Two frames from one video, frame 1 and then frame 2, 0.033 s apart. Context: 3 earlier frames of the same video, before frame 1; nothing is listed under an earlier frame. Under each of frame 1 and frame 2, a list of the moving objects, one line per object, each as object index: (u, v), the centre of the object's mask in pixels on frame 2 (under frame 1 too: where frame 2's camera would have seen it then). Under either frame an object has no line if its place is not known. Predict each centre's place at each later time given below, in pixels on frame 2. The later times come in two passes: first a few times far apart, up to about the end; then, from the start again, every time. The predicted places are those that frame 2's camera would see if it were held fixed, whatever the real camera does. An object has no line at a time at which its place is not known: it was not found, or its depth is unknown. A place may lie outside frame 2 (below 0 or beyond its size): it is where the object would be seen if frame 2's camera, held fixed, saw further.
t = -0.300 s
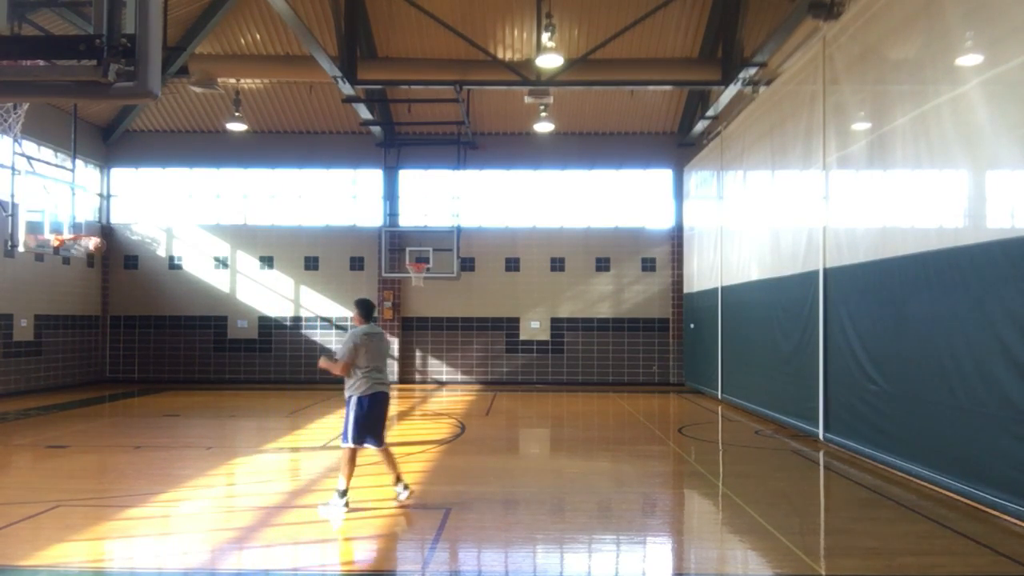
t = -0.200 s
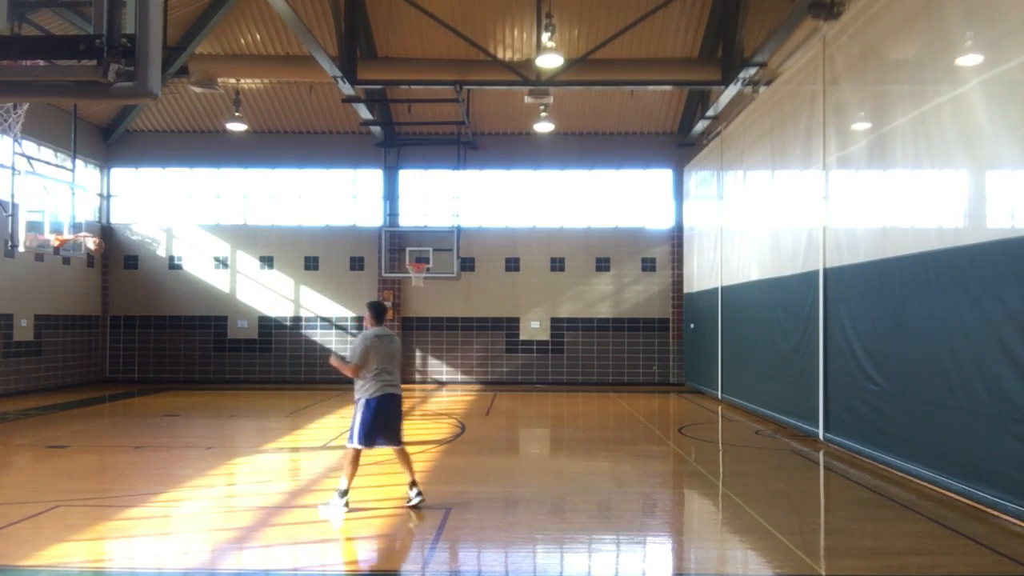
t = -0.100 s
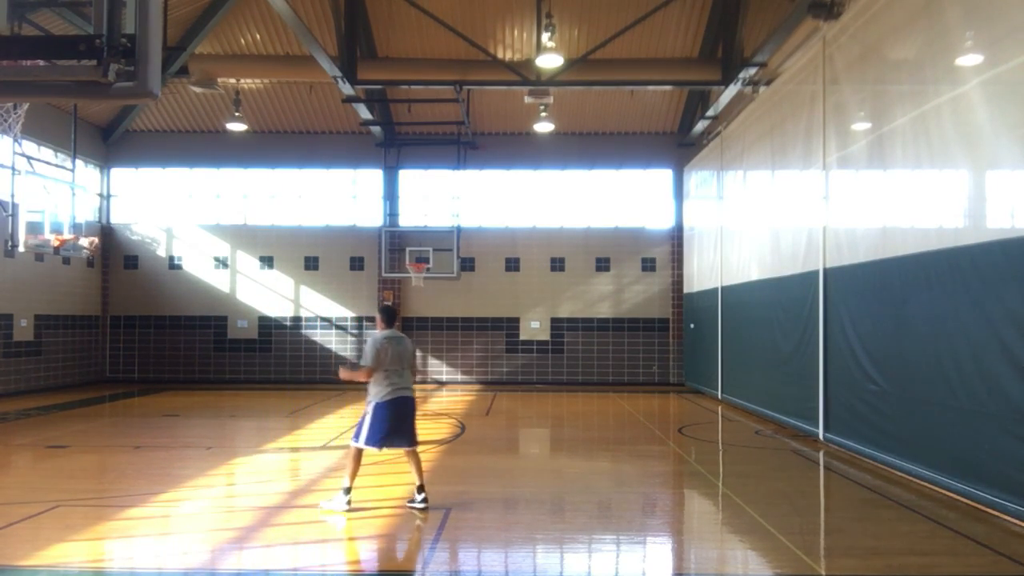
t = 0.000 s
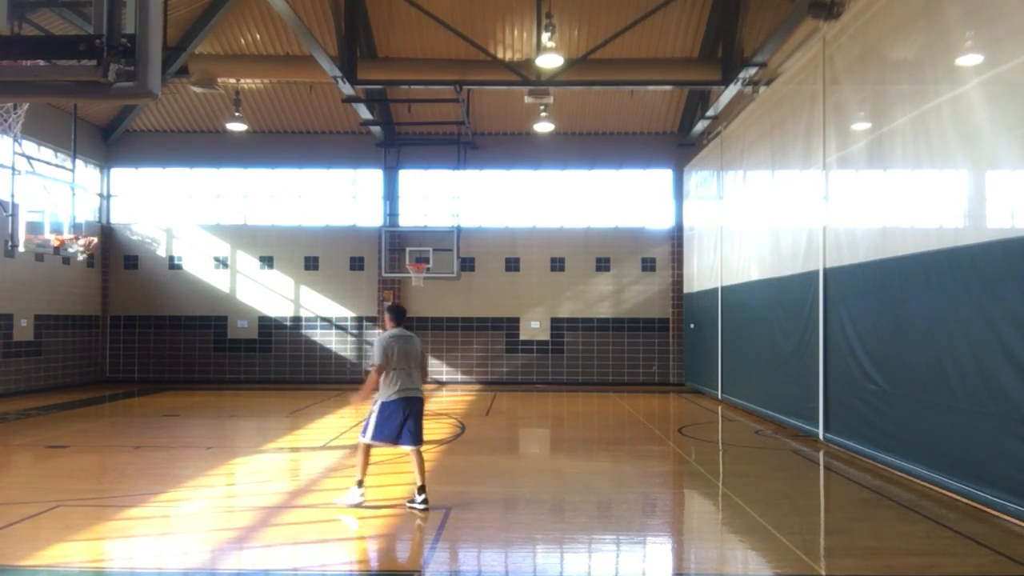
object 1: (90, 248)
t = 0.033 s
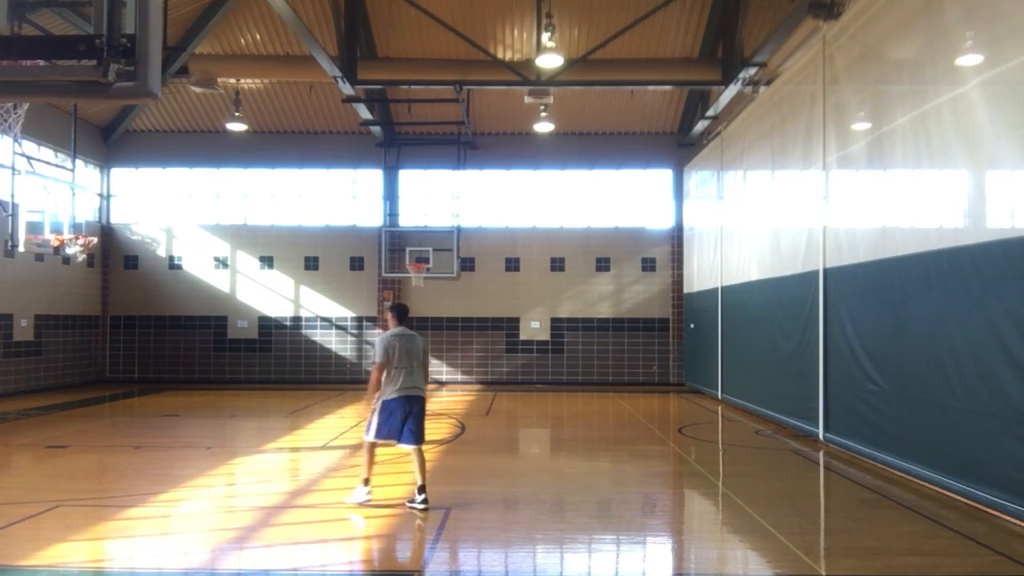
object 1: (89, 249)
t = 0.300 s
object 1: (71, 267)
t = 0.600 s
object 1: (66, 336)
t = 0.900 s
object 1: (58, 399)
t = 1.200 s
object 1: (60, 341)
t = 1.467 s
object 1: (59, 336)
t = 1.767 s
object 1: (58, 382)
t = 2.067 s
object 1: (56, 393)
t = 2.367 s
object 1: (53, 374)
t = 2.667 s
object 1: (49, 411)
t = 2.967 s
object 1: (47, 399)
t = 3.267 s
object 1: (45, 413)
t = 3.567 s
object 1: (43, 410)
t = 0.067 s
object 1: (89, 249)
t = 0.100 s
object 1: (85, 250)
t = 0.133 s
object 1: (83, 251)
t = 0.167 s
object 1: (82, 253)
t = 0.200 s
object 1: (80, 257)
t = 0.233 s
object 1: (77, 261)
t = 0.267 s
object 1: (72, 264)
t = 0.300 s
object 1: (71, 267)
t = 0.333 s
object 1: (71, 271)
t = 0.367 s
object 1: (70, 274)
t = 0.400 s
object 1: (70, 284)
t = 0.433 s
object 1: (69, 291)
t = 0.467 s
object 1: (68, 297)
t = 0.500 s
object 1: (68, 306)
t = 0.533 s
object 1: (68, 317)
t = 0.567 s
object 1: (67, 325)
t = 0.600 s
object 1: (66, 336)
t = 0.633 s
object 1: (65, 347)
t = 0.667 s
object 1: (65, 359)
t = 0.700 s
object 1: (63, 372)
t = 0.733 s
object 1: (62, 385)
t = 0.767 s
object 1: (59, 399)
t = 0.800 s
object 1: (59, 413)
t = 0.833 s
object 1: (59, 422)
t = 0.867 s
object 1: (58, 411)
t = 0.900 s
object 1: (58, 399)
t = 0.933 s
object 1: (59, 389)
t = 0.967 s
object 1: (59, 381)
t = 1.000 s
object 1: (59, 375)
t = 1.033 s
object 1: (59, 367)
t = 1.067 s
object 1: (59, 360)
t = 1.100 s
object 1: (60, 354)
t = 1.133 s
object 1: (60, 349)
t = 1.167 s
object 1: (60, 344)
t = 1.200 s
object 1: (60, 341)
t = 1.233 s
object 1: (60, 338)
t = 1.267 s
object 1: (60, 336)
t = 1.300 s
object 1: (60, 334)
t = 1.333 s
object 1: (60, 333)
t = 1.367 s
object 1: (60, 333)
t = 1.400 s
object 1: (60, 333)
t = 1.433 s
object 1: (59, 333)
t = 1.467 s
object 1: (59, 336)
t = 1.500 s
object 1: (59, 338)
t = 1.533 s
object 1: (59, 341)
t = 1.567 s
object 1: (59, 344)
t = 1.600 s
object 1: (58, 349)
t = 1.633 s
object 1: (58, 354)
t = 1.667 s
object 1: (59, 360)
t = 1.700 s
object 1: (58, 367)
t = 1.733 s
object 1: (59, 375)
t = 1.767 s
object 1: (58, 382)
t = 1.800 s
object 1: (58, 389)
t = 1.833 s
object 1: (57, 400)
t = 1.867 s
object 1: (57, 409)
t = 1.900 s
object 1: (57, 420)
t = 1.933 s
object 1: (57, 420)
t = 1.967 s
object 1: (57, 412)
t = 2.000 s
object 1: (56, 405)
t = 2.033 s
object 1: (57, 398)
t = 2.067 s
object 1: (56, 393)
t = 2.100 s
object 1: (55, 388)
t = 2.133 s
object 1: (55, 384)
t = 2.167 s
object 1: (55, 381)
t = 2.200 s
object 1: (54, 378)
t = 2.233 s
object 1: (54, 376)
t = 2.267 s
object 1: (54, 374)
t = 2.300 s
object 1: (54, 374)
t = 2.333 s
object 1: (53, 374)
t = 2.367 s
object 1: (53, 374)
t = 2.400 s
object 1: (53, 375)
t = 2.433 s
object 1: (52, 377)
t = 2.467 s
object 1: (52, 380)
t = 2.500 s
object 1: (51, 383)
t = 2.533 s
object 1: (51, 387)
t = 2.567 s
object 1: (50, 391)
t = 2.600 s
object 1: (50, 397)
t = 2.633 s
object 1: (49, 403)
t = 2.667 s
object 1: (49, 411)
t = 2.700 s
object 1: (49, 418)
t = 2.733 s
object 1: (48, 425)
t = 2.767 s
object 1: (48, 420)
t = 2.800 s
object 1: (48, 415)
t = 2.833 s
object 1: (47, 410)
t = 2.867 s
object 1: (47, 406)
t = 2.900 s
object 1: (47, 404)
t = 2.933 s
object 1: (47, 402)
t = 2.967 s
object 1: (47, 399)
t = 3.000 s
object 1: (47, 398)
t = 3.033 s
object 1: (47, 397)
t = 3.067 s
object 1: (46, 397)
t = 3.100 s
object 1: (46, 398)
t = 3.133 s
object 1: (46, 400)
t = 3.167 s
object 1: (46, 401)
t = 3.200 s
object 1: (45, 404)
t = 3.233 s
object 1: (45, 408)
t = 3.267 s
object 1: (45, 413)
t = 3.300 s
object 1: (45, 418)
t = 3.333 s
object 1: (45, 424)
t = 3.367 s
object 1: (44, 425)
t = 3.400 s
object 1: (44, 421)
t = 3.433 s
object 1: (44, 417)
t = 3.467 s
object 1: (44, 414)
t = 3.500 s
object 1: (44, 412)
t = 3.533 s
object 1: (43, 411)
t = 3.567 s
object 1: (43, 410)
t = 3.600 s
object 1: (43, 410)
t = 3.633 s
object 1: (43, 410)
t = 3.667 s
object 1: (42, 412)
